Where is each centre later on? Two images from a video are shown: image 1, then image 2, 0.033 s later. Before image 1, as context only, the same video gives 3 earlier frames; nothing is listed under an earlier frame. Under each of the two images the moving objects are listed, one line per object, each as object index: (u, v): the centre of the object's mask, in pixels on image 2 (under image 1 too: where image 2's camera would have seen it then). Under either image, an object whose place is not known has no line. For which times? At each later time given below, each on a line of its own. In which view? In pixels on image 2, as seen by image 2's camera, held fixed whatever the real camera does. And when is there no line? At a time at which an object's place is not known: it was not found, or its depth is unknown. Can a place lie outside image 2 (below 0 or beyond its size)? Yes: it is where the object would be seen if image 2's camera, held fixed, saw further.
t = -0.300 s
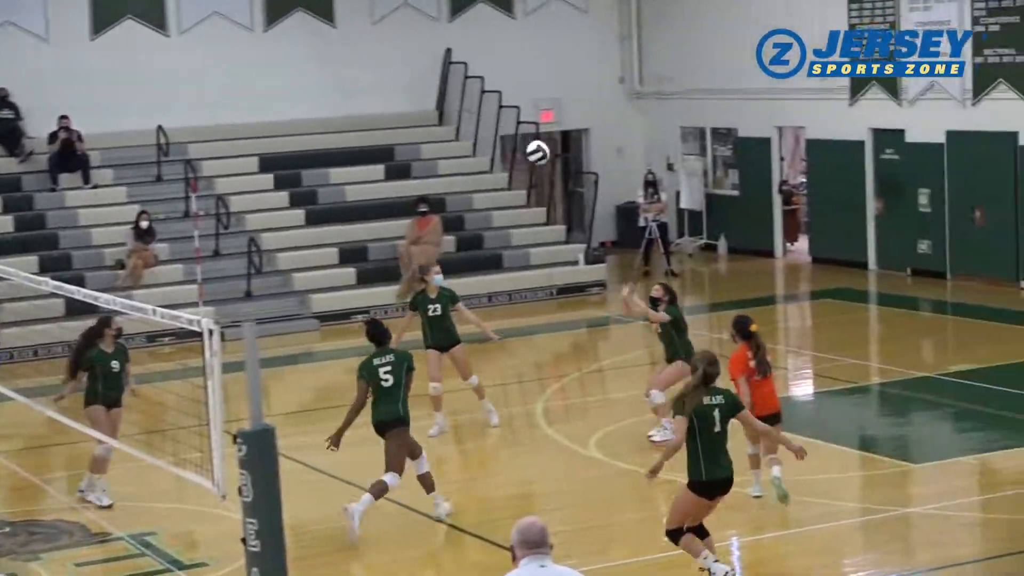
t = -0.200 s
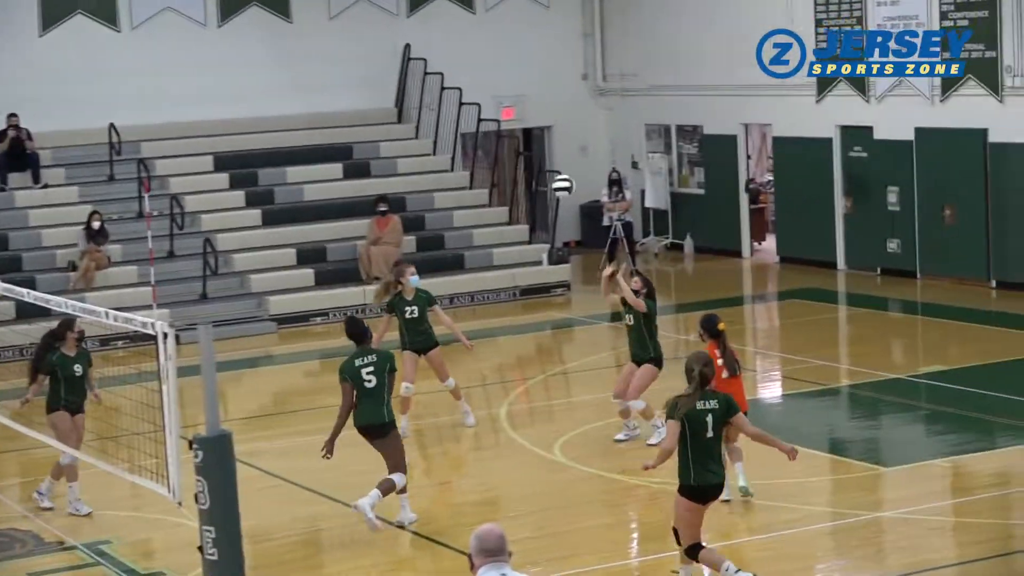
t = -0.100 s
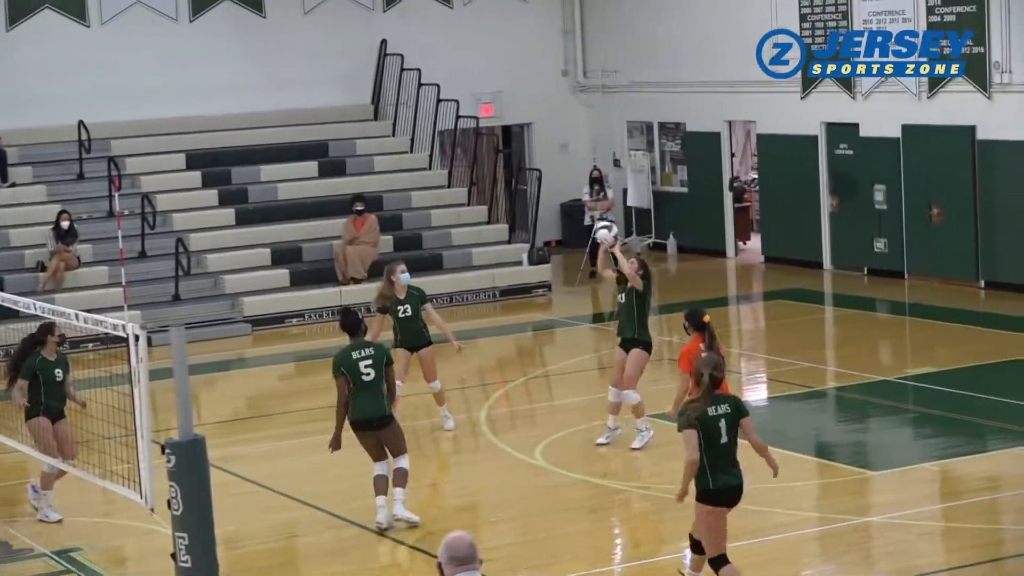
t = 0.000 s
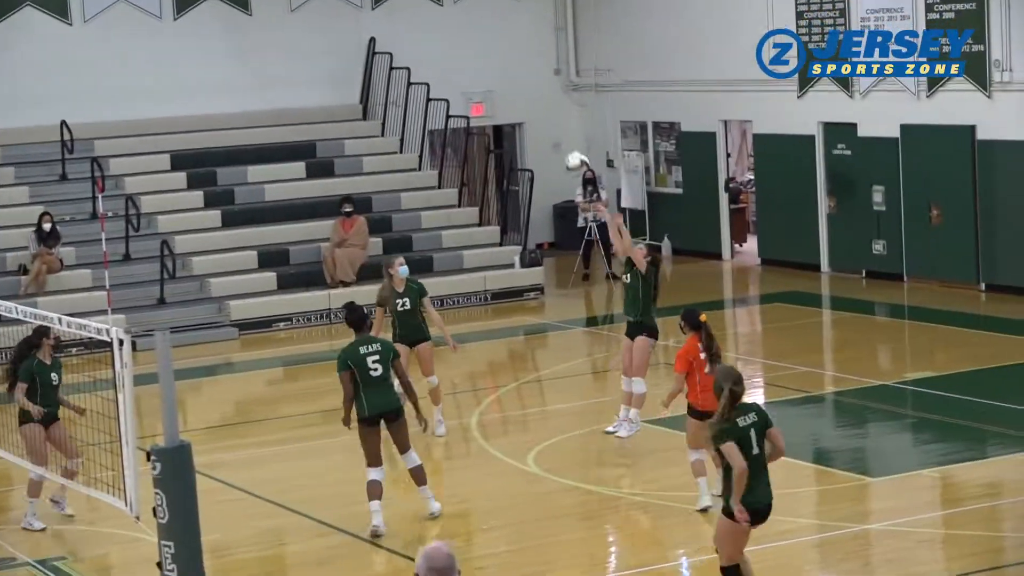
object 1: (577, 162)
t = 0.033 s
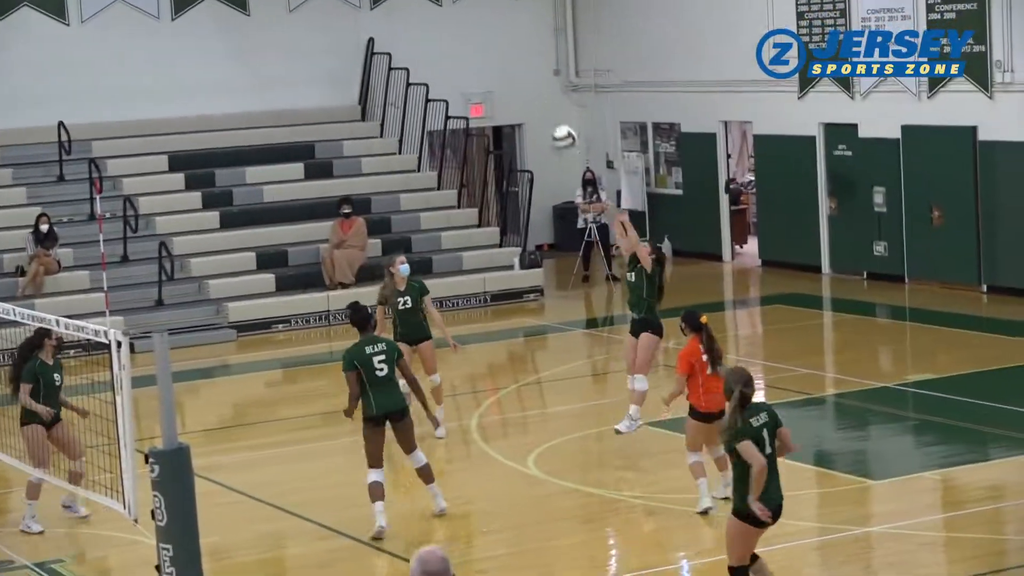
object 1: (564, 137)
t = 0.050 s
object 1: (558, 124)
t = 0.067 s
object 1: (551, 111)
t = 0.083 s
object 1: (545, 98)
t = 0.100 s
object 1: (539, 87)
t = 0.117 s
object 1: (533, 75)
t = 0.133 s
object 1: (527, 64)
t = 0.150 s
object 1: (521, 53)
